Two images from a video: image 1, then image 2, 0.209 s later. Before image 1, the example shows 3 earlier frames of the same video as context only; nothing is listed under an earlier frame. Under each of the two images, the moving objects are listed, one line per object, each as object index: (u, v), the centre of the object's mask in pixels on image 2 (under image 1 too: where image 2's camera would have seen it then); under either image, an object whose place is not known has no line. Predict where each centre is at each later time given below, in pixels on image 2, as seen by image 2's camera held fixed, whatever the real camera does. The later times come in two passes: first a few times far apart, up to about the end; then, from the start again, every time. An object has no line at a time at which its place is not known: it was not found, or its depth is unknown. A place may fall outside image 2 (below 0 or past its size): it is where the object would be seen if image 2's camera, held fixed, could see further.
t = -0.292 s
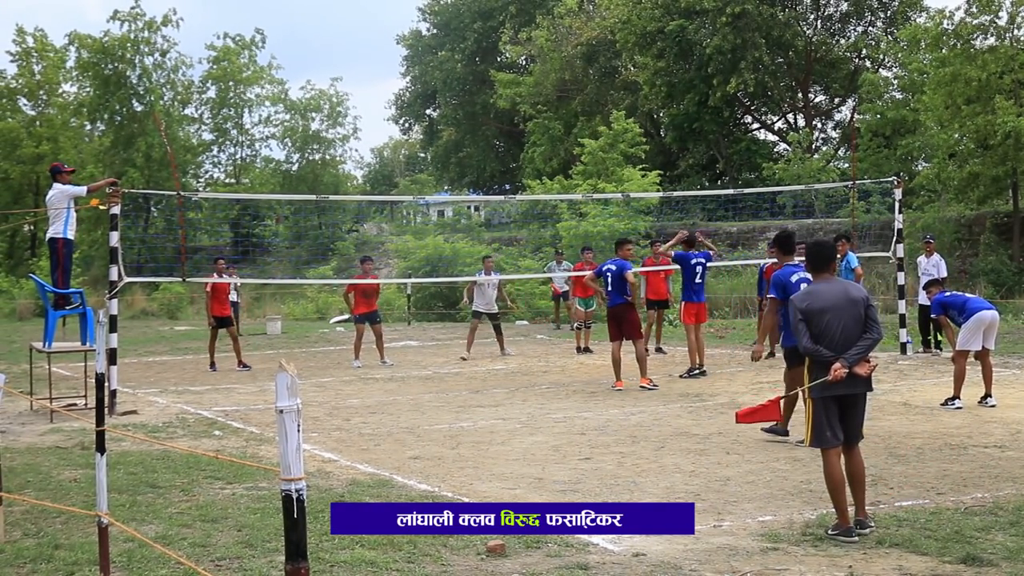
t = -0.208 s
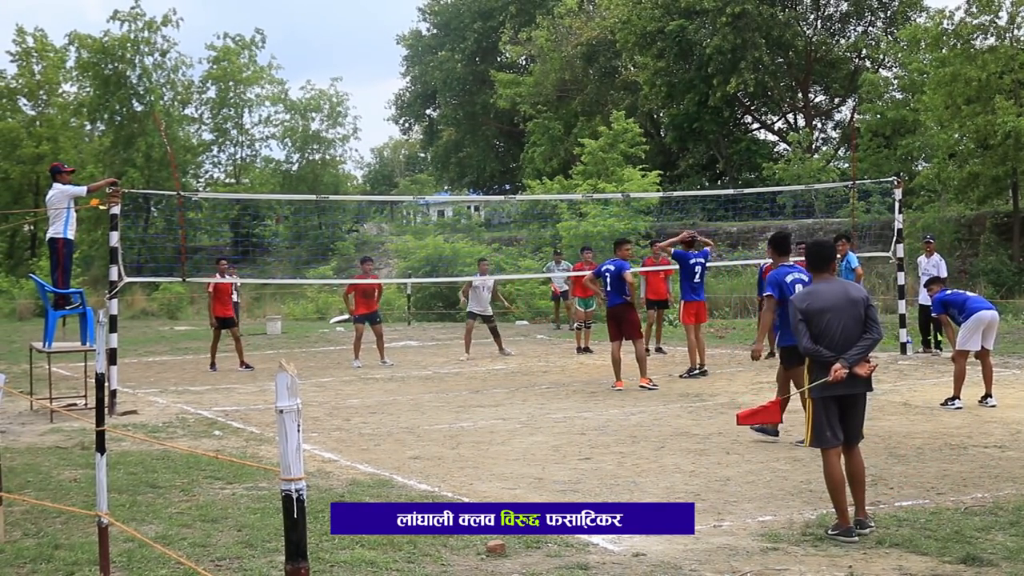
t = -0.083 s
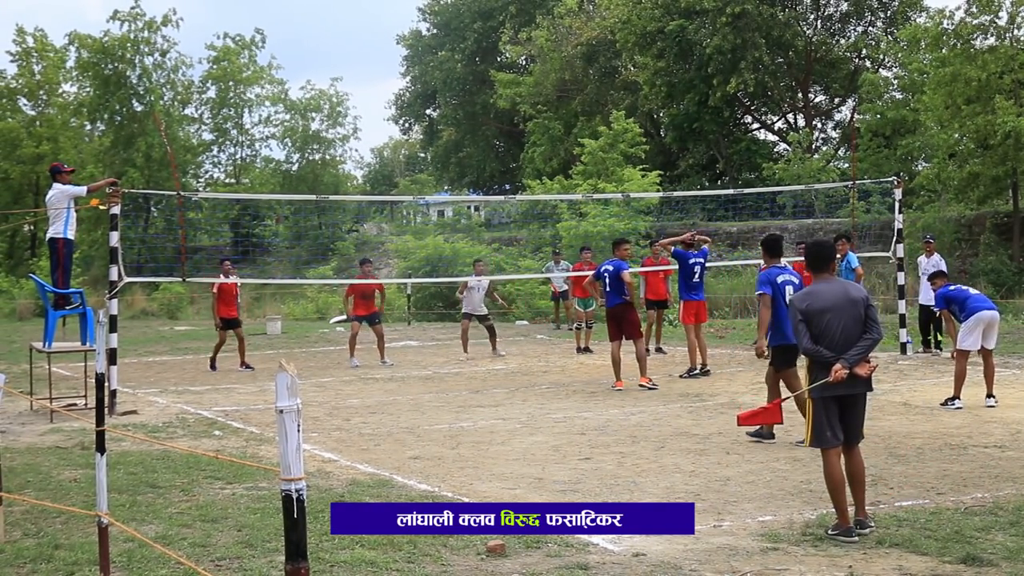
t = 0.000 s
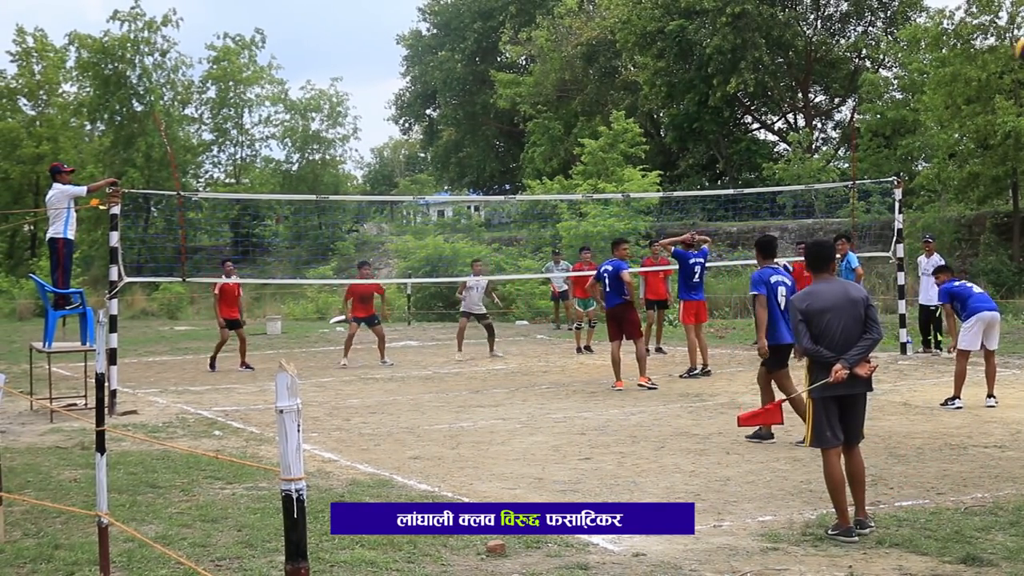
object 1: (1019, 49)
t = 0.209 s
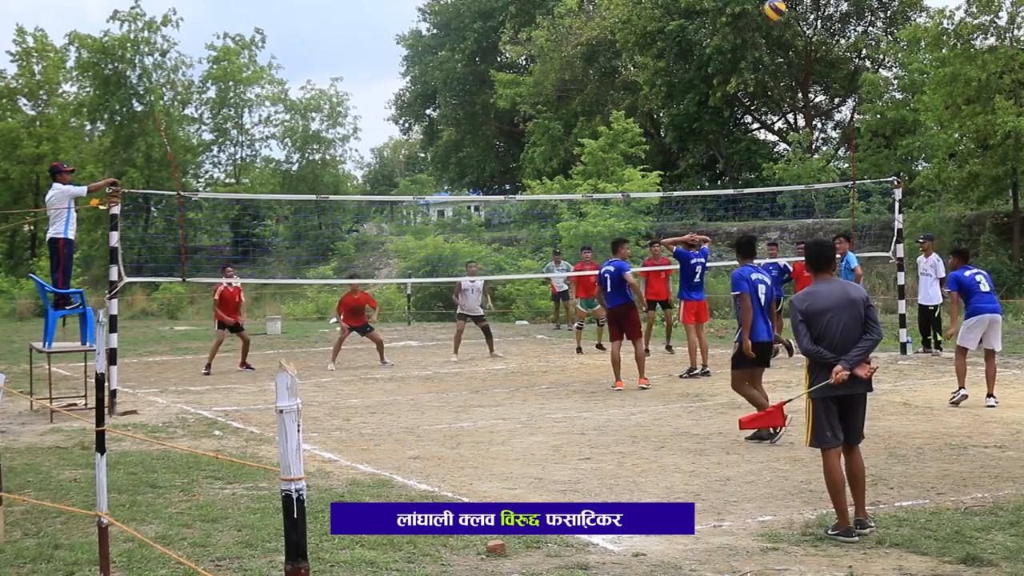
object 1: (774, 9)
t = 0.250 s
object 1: (732, 9)
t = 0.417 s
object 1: (587, 18)
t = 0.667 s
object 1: (422, 69)
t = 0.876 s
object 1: (315, 139)
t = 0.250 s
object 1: (732, 9)
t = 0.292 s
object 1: (692, 10)
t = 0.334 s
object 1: (655, 10)
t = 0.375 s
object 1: (619, 14)
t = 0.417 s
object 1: (587, 18)
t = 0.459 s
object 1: (555, 25)
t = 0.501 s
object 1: (526, 32)
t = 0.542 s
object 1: (499, 40)
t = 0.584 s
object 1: (471, 49)
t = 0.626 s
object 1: (446, 58)
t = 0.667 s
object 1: (422, 69)
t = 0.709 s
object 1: (400, 81)
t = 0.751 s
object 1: (377, 94)
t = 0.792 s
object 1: (355, 108)
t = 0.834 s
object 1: (335, 122)
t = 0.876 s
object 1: (315, 139)
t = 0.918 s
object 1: (296, 154)
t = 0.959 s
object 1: (278, 171)
